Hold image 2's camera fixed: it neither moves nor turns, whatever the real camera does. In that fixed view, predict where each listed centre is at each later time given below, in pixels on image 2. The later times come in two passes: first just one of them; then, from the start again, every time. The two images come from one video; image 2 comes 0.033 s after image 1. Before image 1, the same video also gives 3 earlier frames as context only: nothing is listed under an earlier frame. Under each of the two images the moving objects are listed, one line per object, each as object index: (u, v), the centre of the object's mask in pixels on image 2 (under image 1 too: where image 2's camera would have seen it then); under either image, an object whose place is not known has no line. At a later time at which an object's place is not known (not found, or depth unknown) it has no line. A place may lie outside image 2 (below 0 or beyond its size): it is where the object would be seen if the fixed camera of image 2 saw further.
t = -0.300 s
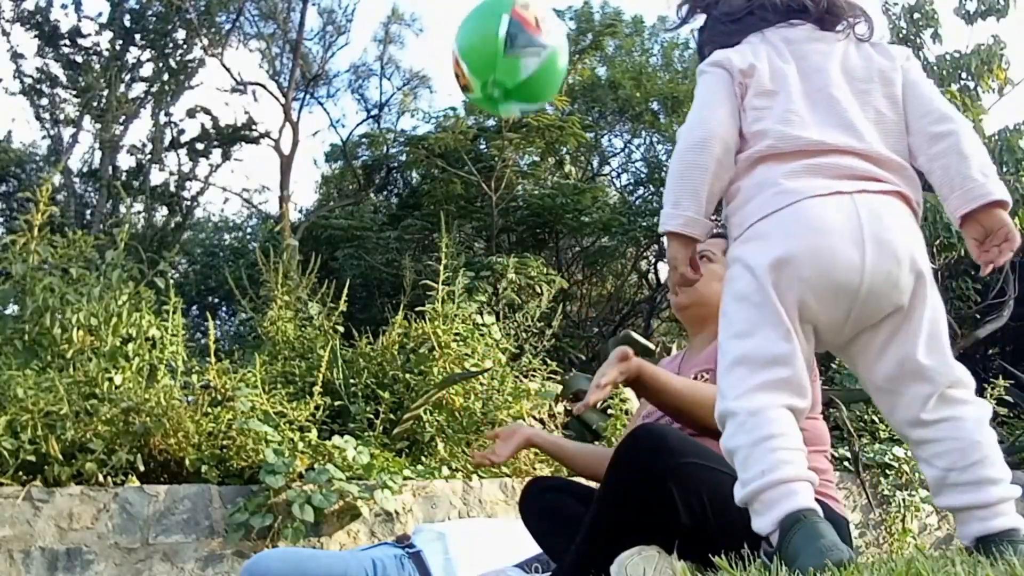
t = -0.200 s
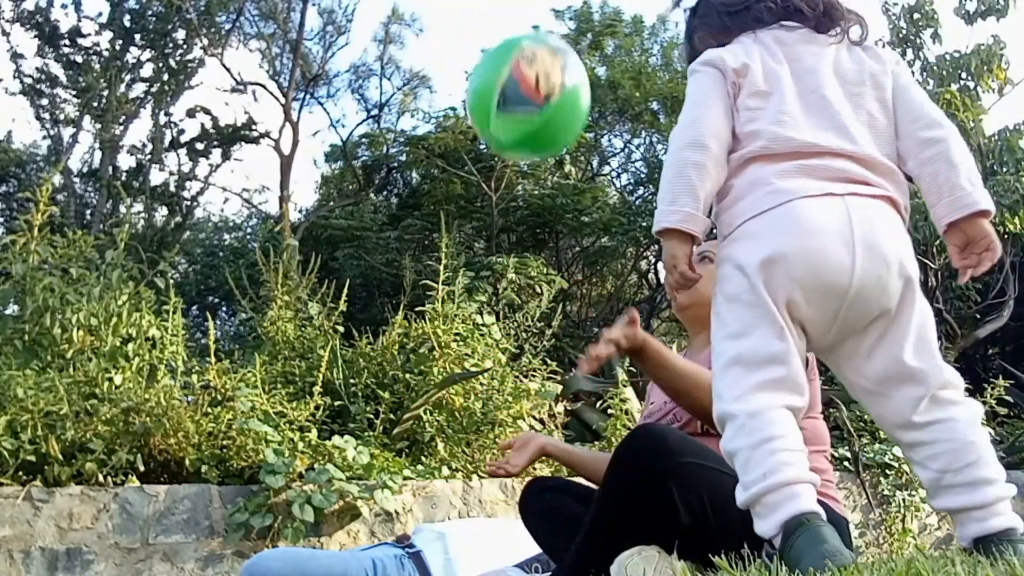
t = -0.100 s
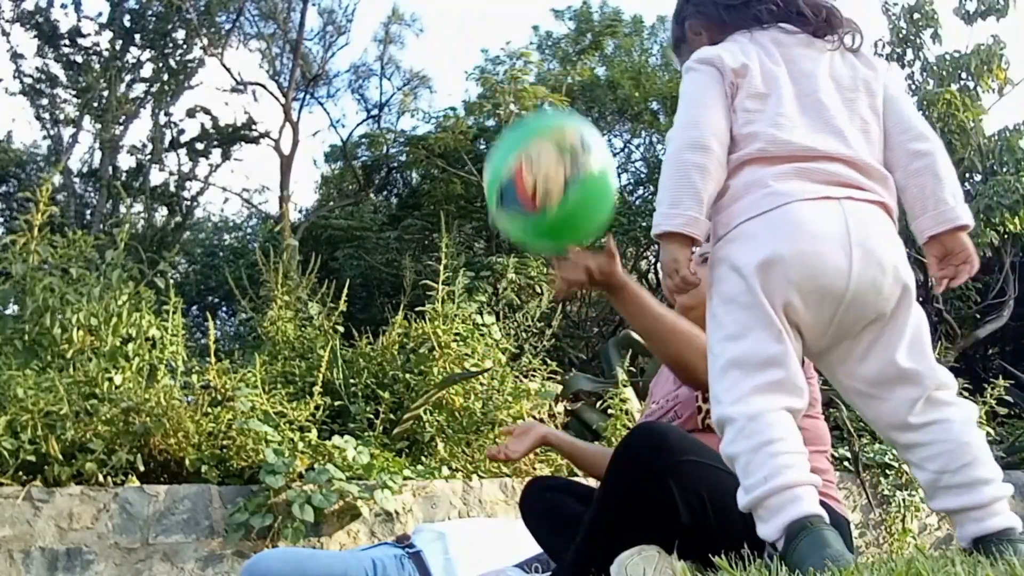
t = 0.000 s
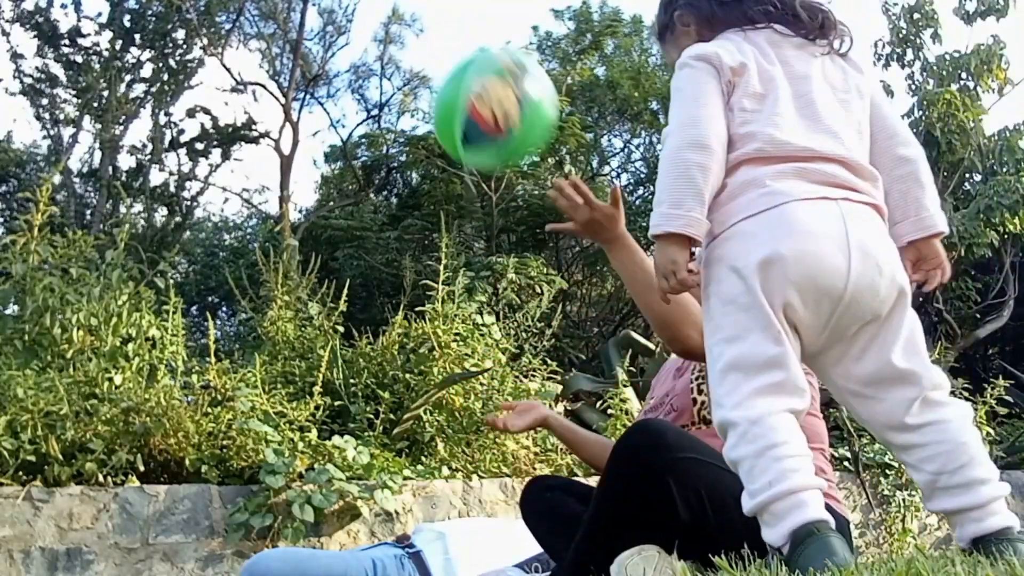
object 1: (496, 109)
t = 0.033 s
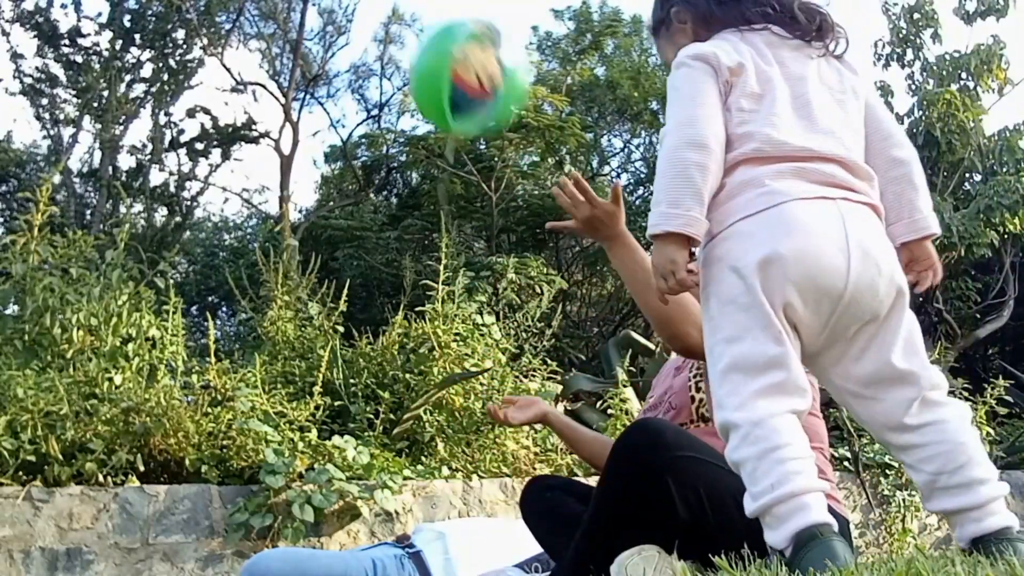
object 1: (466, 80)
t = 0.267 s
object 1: (340, 9)
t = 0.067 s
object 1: (443, 52)
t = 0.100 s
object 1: (421, 38)
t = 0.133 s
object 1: (404, 27)
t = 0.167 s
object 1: (388, 20)
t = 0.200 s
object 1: (372, 15)
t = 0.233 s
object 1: (355, 11)
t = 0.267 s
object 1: (340, 9)
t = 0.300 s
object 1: (326, 8)
